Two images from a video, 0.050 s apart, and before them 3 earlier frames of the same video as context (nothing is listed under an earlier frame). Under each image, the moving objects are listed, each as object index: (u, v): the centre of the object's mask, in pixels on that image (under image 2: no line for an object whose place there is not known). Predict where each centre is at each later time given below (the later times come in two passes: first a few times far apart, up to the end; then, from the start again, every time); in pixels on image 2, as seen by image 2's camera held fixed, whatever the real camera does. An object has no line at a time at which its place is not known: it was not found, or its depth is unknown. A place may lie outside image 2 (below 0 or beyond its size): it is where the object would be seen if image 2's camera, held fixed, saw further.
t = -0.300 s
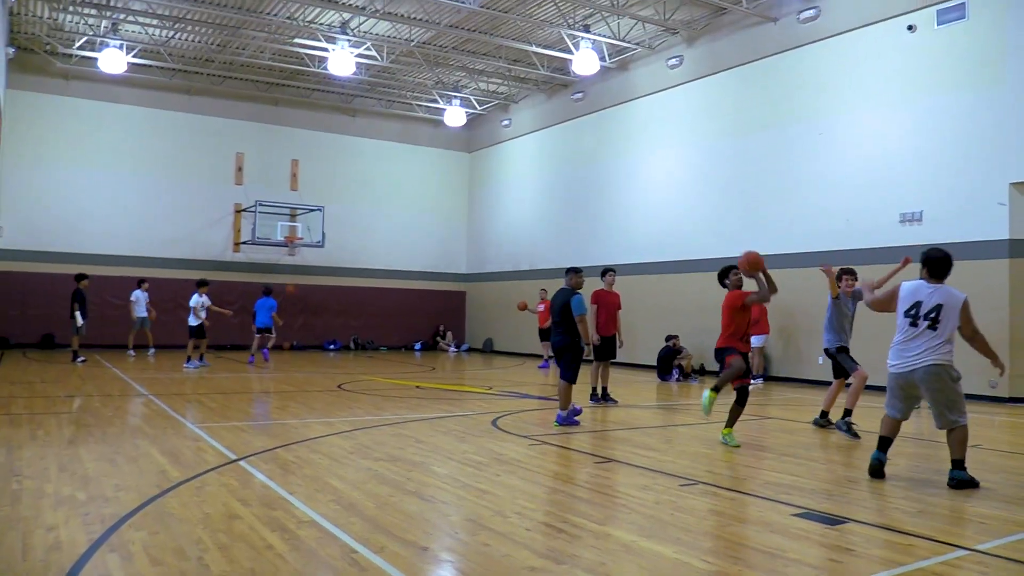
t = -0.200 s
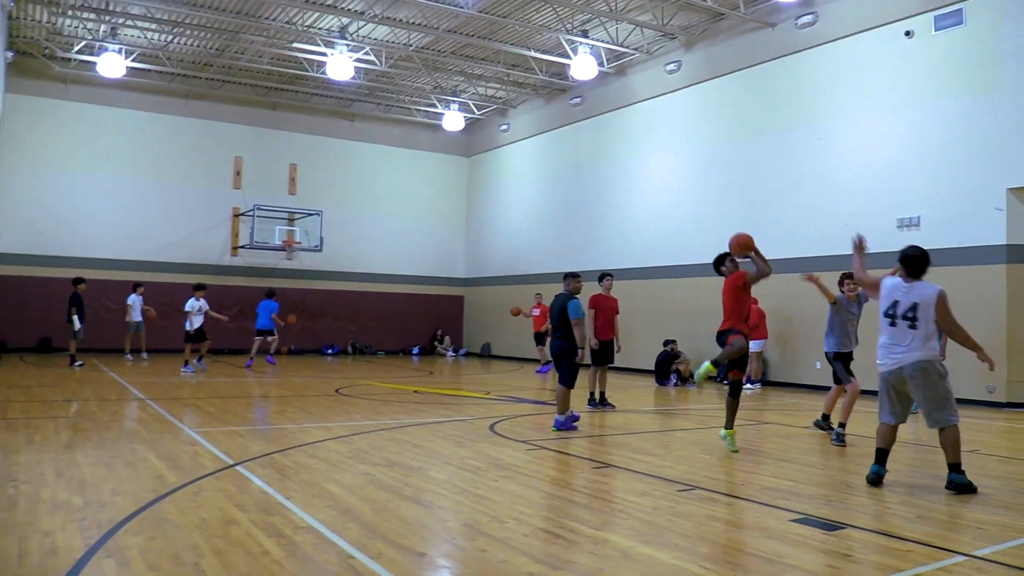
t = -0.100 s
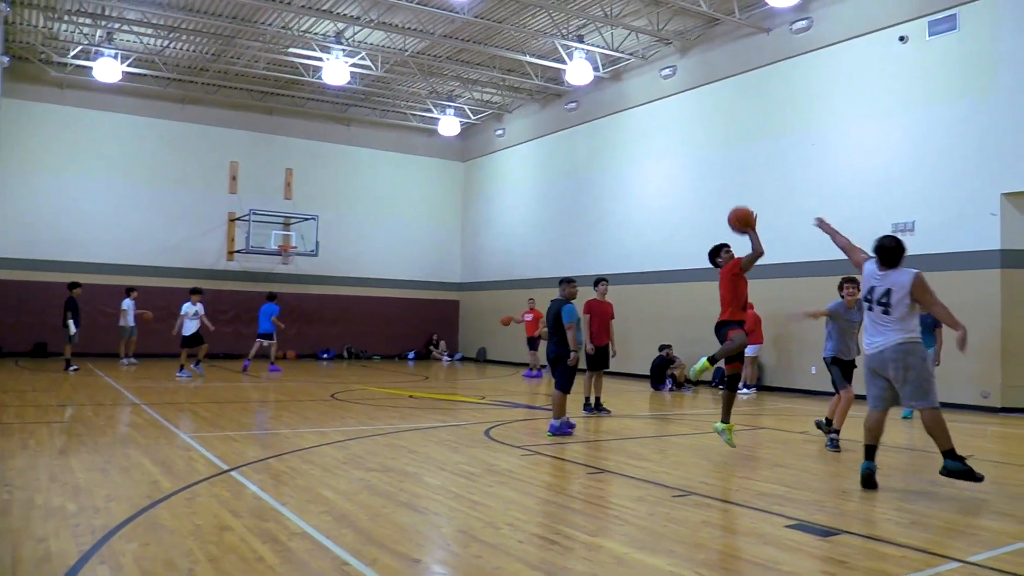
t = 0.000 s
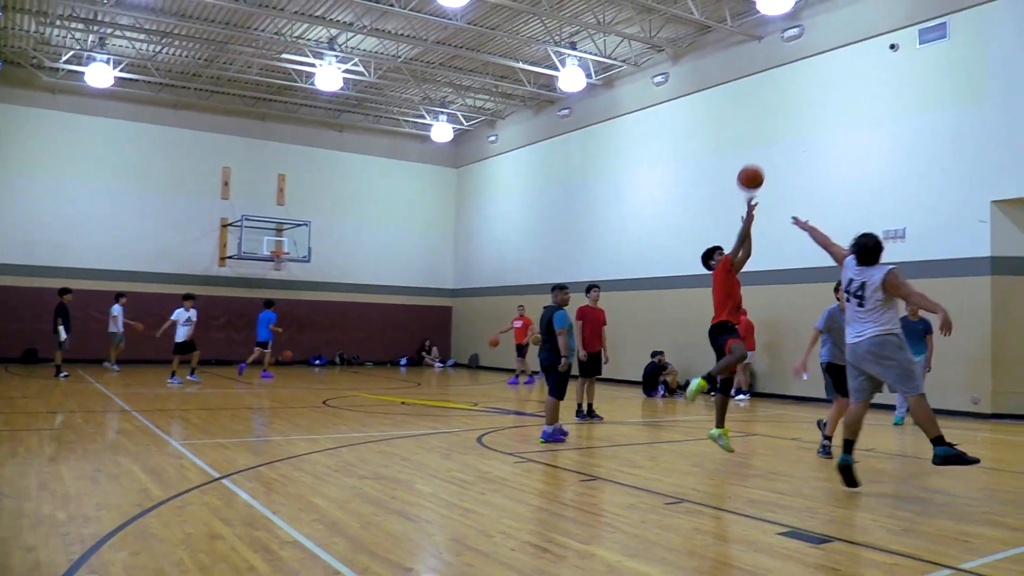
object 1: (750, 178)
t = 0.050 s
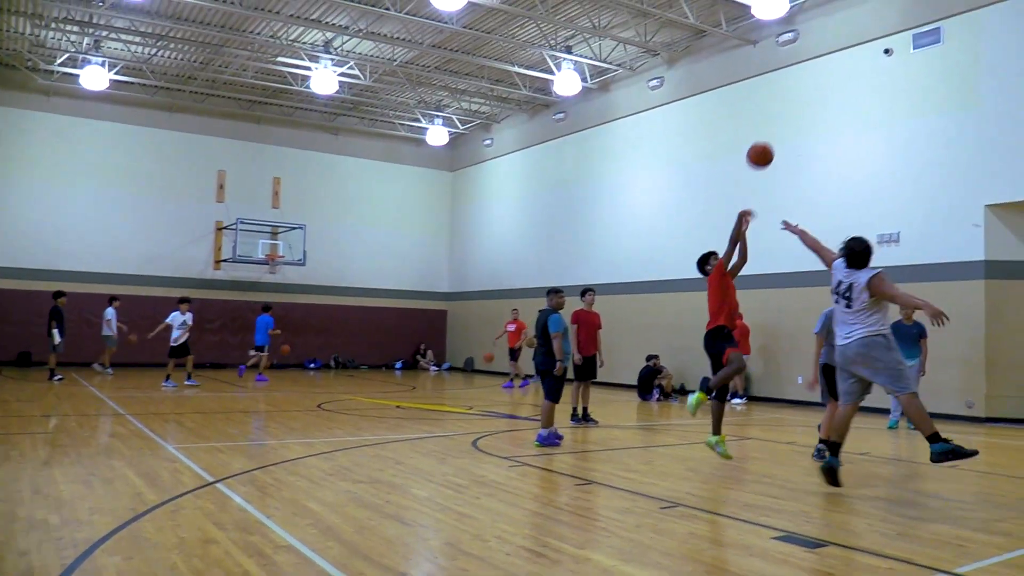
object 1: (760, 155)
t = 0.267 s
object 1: (830, 61)
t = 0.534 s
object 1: (929, 7)
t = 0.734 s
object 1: (1017, 19)
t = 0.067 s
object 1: (766, 146)
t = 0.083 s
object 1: (770, 138)
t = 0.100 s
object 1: (776, 130)
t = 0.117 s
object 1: (781, 122)
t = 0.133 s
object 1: (786, 114)
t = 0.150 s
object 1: (792, 107)
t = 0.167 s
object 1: (797, 99)
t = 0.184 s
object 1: (803, 93)
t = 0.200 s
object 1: (808, 86)
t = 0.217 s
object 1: (814, 79)
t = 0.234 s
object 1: (819, 73)
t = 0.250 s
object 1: (824, 67)
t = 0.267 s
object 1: (830, 61)
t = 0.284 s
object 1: (836, 56)
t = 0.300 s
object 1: (842, 50)
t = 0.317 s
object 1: (848, 45)
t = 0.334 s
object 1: (854, 41)
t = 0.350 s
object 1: (860, 36)
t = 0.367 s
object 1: (866, 32)
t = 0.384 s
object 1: (872, 28)
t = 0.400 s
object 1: (878, 25)
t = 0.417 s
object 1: (884, 21)
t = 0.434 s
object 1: (890, 18)
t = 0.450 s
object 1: (897, 15)
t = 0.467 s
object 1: (903, 13)
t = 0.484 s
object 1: (910, 11)
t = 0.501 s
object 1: (916, 9)
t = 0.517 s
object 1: (923, 8)
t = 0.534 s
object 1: (929, 7)
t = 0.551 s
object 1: (936, 6)
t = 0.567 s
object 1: (943, 5)
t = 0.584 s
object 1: (950, 5)
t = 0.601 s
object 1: (957, 5)
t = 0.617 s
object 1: (963, 5)
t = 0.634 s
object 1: (971, 6)
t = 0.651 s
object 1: (979, 8)
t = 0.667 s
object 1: (986, 10)
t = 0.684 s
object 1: (994, 11)
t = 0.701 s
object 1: (1001, 14)
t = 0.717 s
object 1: (1009, 17)
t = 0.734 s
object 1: (1017, 19)
